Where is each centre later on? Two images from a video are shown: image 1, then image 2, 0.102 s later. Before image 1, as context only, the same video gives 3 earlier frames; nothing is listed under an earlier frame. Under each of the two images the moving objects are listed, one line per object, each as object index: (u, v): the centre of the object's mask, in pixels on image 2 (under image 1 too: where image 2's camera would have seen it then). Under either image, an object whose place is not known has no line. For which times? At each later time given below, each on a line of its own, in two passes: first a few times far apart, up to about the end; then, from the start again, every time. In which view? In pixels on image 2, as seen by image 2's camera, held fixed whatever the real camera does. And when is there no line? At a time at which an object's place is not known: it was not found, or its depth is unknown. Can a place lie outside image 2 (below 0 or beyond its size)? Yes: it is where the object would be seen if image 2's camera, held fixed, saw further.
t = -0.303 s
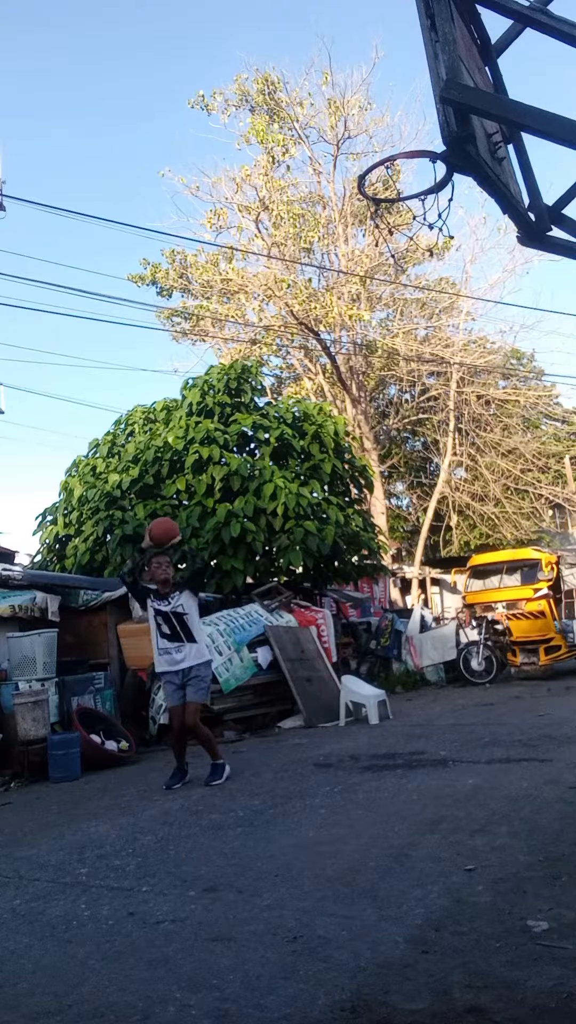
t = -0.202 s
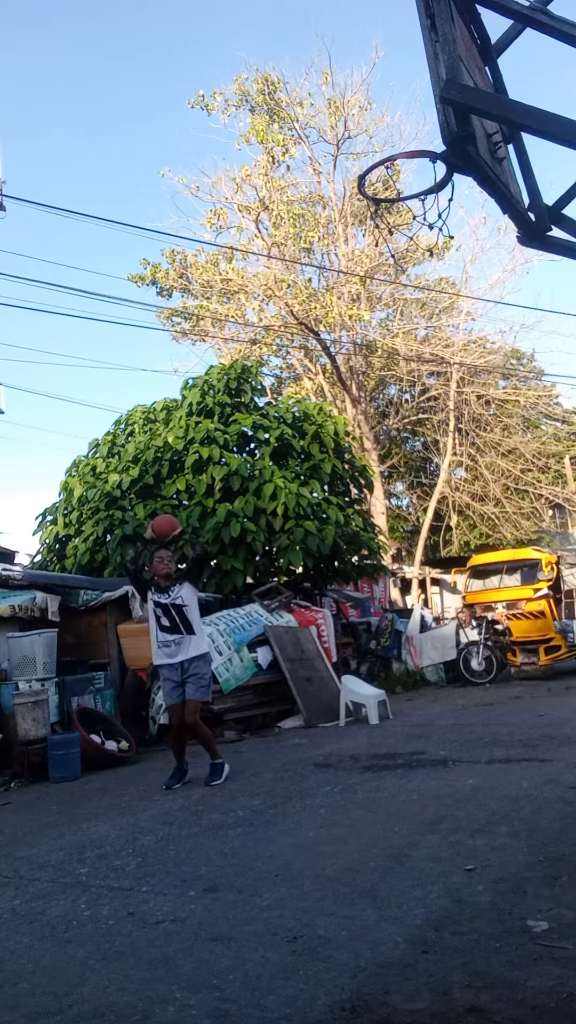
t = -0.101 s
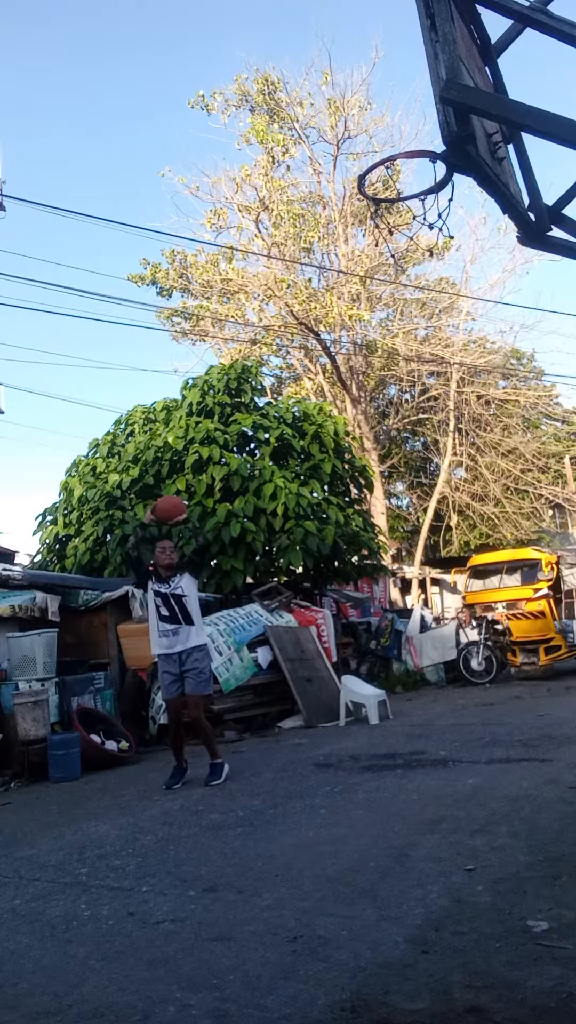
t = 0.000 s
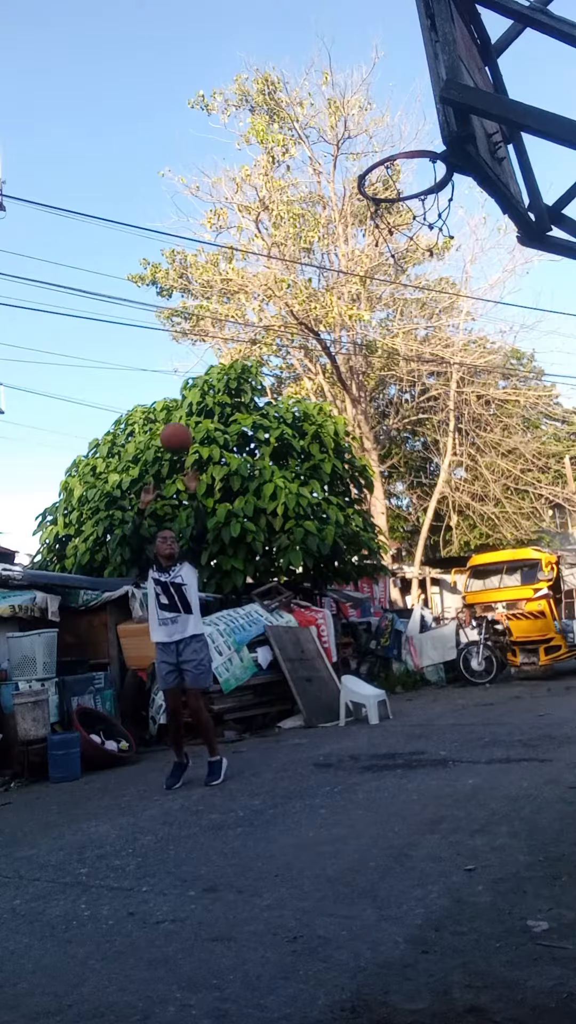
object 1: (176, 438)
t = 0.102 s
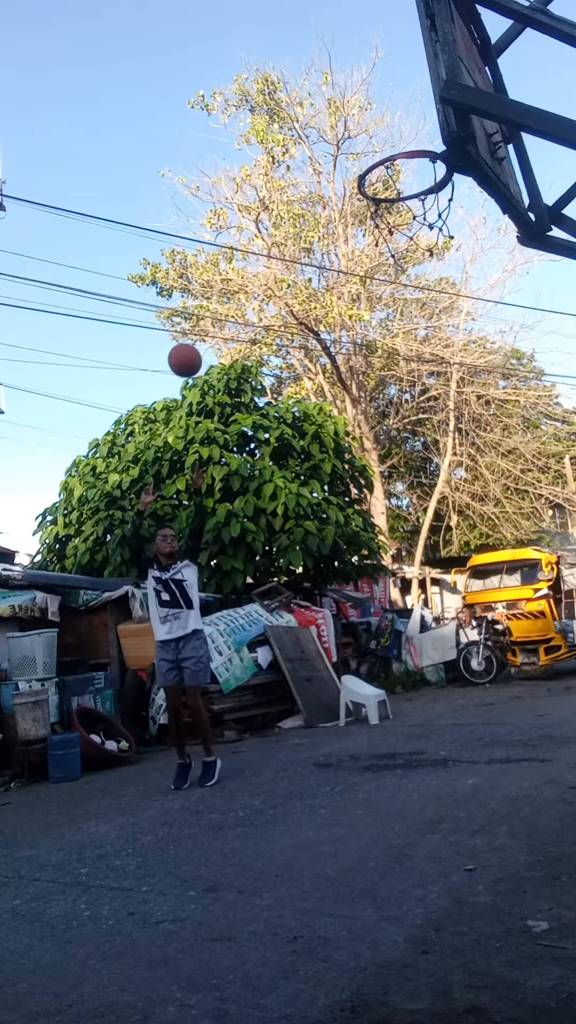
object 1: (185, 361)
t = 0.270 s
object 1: (206, 249)
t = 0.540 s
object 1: (260, 125)
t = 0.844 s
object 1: (383, 120)
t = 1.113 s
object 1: (214, 127)
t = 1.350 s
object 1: (15, 251)
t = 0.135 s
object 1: (188, 337)
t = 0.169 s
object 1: (192, 314)
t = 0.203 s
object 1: (196, 291)
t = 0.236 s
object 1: (201, 270)
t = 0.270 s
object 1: (206, 249)
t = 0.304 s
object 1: (211, 229)
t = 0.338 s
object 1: (216, 211)
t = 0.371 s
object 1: (222, 194)
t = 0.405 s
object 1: (229, 178)
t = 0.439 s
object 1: (236, 163)
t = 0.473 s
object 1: (243, 149)
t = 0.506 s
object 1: (252, 136)
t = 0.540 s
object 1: (260, 125)
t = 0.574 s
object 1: (270, 116)
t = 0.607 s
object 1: (280, 108)
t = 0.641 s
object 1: (291, 103)
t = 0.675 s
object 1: (304, 99)
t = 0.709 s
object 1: (317, 98)
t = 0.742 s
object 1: (331, 99)
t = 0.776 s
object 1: (347, 103)
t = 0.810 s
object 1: (364, 109)
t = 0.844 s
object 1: (383, 120)
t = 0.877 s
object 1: (403, 133)
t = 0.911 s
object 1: (420, 151)
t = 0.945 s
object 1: (387, 137)
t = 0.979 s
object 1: (350, 128)
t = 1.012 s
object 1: (315, 122)
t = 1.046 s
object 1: (280, 120)
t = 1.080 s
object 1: (247, 122)
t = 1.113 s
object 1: (214, 127)
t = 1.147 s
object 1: (182, 135)
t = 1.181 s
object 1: (150, 146)
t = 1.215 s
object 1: (119, 160)
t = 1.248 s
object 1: (89, 178)
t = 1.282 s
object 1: (59, 198)
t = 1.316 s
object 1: (30, 223)
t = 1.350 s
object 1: (15, 251)
